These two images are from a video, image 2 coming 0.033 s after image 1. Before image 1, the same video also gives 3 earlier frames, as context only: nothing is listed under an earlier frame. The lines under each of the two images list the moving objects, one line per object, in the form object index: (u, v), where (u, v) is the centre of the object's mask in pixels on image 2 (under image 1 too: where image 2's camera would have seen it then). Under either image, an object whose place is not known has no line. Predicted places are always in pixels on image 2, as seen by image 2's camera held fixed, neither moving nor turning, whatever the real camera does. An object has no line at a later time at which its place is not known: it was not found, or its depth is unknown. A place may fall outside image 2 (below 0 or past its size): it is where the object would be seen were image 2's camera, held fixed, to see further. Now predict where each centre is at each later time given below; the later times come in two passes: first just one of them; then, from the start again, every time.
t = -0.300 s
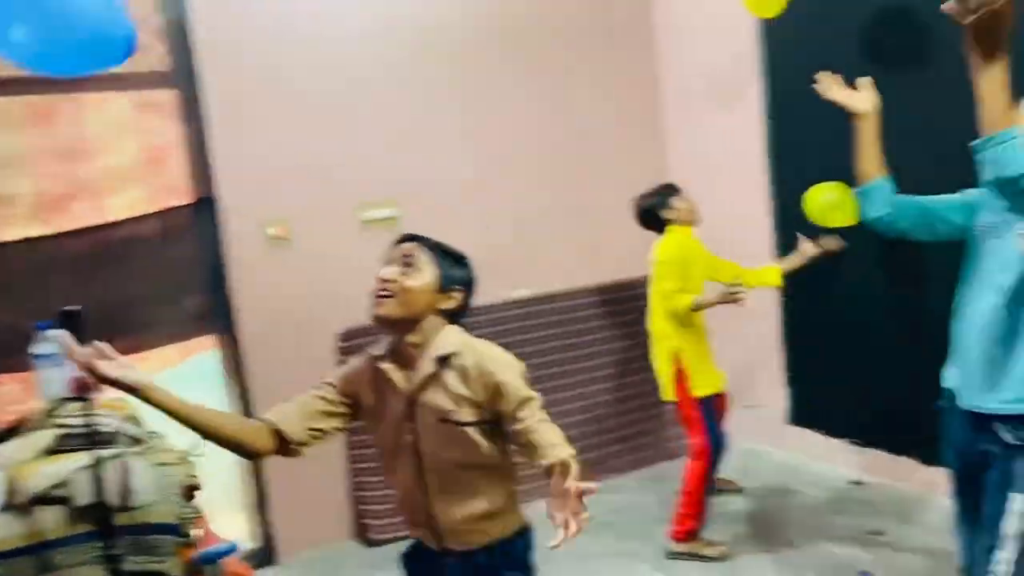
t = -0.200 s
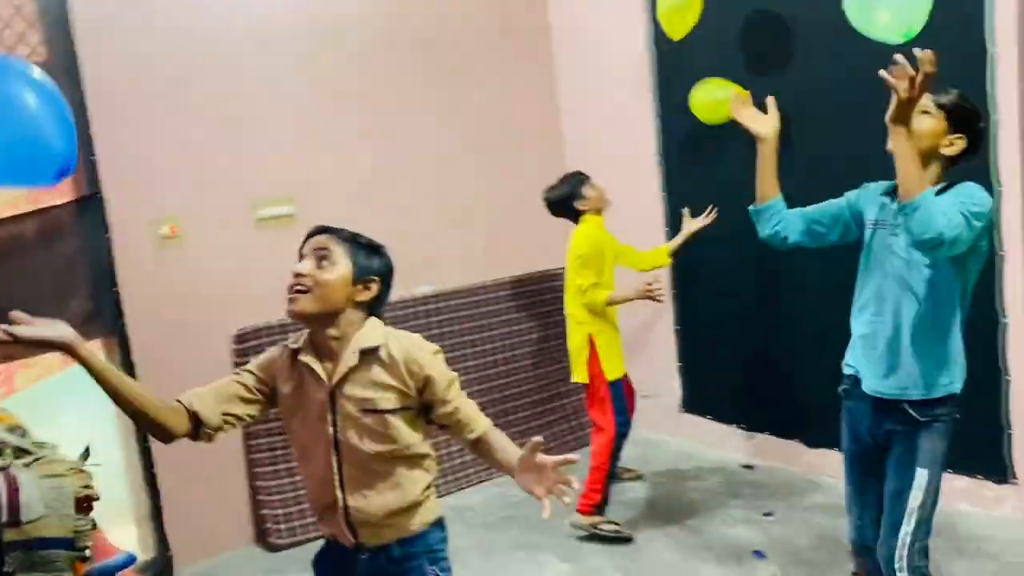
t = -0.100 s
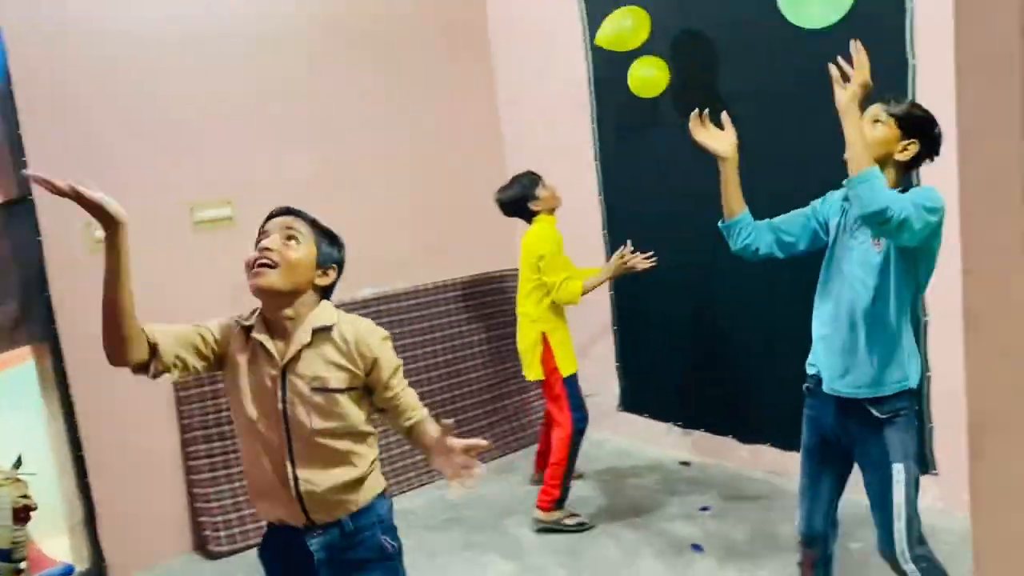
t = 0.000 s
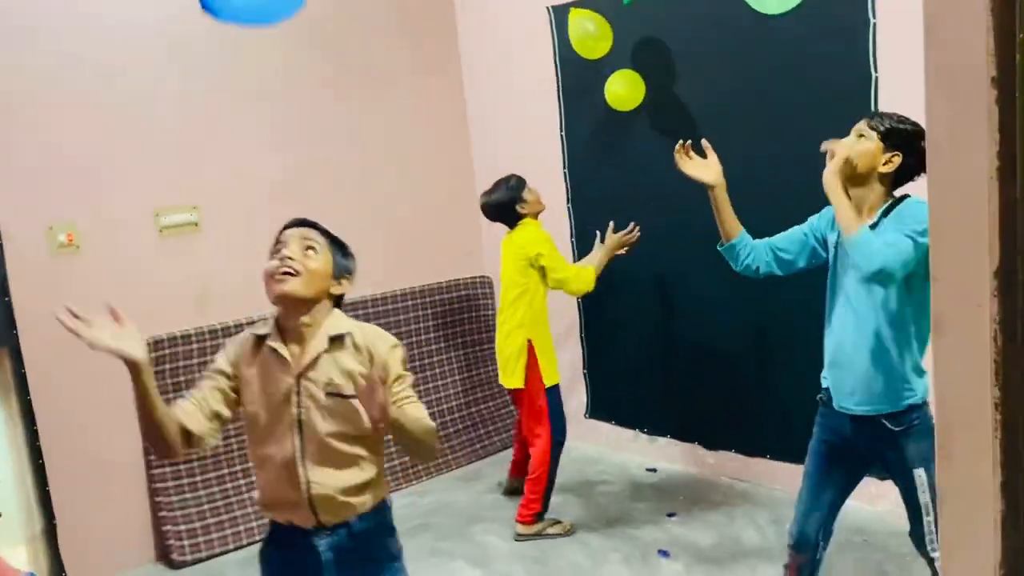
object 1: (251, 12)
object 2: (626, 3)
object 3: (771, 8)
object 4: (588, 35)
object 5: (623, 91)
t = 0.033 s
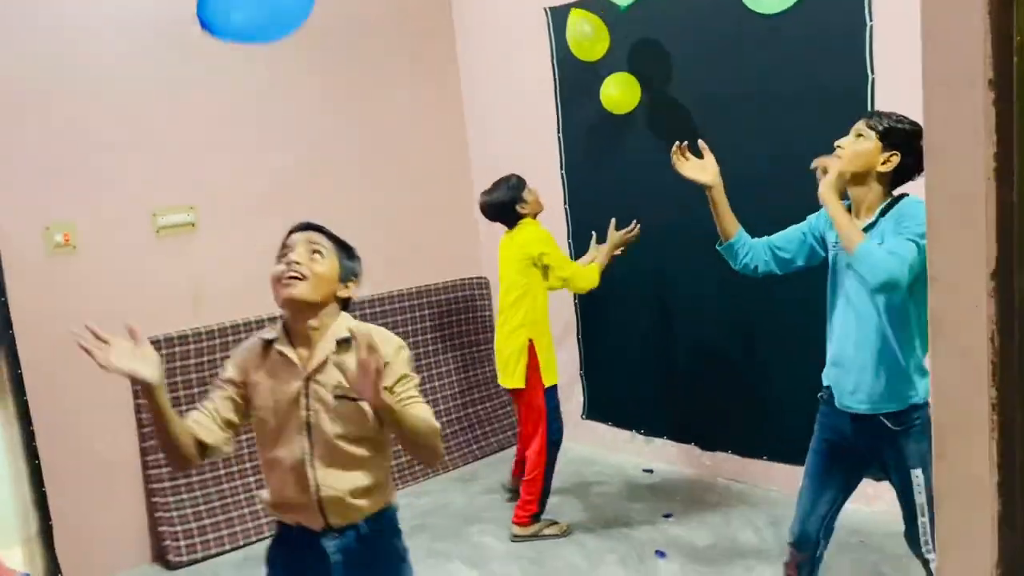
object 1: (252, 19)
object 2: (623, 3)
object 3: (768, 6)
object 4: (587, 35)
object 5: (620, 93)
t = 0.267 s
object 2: (622, 17)
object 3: (756, 1)
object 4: (584, 53)
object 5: (605, 115)
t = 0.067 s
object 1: (253, 27)
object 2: (621, 3)
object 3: (766, 3)
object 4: (586, 36)
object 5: (617, 95)
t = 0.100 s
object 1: (254, 36)
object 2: (621, 4)
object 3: (764, 2)
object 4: (585, 38)
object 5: (614, 97)
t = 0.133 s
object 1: (255, 47)
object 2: (621, 6)
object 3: (762, 2)
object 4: (584, 40)
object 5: (612, 100)
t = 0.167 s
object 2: (621, 8)
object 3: (760, 1)
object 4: (583, 43)
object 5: (610, 103)
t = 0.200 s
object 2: (621, 10)
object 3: (758, 1)
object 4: (583, 46)
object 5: (608, 106)
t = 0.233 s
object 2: (622, 13)
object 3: (757, 1)
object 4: (583, 49)
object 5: (606, 110)
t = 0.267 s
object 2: (622, 17)
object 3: (756, 1)
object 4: (584, 53)
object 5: (605, 115)
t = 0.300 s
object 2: (624, 21)
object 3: (755, 1)
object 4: (584, 58)
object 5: (605, 120)
